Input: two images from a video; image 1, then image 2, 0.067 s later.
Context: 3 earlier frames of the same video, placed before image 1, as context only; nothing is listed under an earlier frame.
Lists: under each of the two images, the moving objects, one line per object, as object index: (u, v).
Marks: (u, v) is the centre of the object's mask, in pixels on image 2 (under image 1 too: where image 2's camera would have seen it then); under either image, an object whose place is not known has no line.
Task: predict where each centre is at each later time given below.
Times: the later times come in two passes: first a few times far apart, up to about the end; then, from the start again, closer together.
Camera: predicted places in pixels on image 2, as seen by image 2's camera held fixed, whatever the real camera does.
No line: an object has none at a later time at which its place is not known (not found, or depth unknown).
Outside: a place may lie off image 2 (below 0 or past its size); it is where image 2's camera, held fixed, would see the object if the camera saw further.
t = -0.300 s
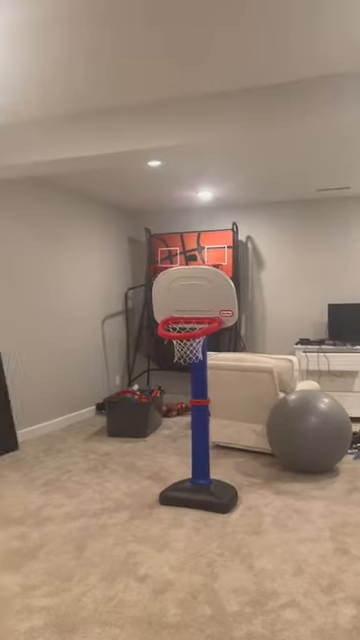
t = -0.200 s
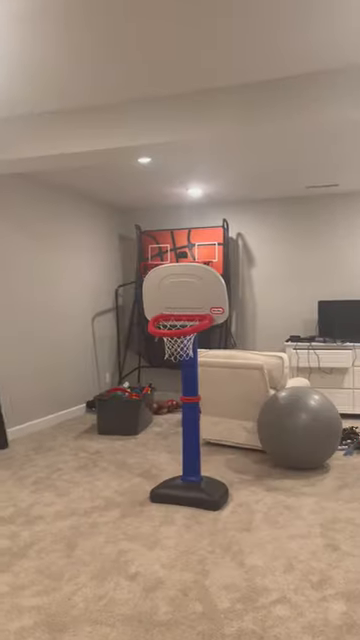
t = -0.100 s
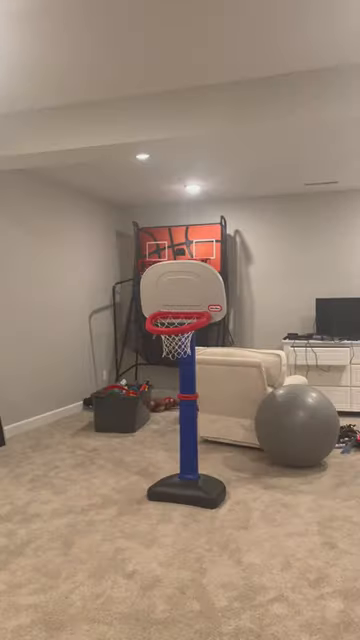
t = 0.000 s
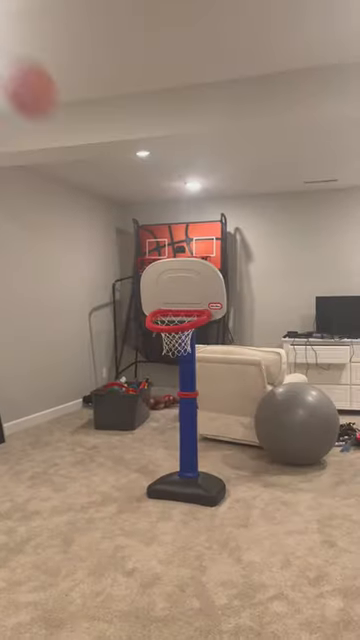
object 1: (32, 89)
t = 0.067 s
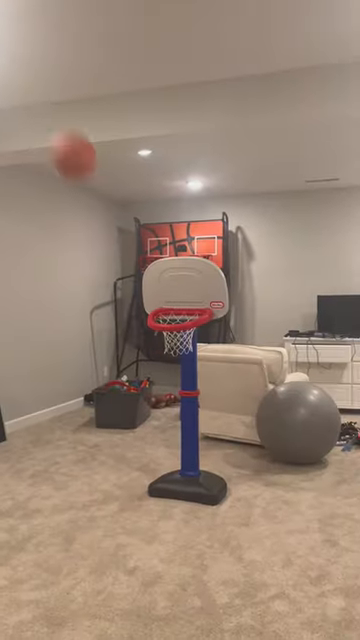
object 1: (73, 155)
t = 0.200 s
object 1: (133, 276)
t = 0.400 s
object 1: (175, 436)
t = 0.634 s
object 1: (91, 502)
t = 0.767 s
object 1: (21, 549)
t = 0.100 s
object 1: (91, 187)
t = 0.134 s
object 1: (107, 218)
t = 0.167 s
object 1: (121, 249)
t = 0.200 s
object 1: (133, 276)
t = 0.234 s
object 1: (144, 306)
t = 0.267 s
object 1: (153, 333)
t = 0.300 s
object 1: (162, 359)
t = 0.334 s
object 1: (169, 385)
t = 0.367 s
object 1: (173, 412)
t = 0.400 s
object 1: (175, 436)
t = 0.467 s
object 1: (159, 481)
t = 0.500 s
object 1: (147, 493)
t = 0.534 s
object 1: (134, 495)
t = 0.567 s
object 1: (121, 495)
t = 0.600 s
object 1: (107, 497)
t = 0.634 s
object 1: (91, 502)
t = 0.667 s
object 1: (75, 509)
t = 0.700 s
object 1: (58, 519)
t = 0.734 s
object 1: (40, 532)
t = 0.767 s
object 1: (21, 549)
